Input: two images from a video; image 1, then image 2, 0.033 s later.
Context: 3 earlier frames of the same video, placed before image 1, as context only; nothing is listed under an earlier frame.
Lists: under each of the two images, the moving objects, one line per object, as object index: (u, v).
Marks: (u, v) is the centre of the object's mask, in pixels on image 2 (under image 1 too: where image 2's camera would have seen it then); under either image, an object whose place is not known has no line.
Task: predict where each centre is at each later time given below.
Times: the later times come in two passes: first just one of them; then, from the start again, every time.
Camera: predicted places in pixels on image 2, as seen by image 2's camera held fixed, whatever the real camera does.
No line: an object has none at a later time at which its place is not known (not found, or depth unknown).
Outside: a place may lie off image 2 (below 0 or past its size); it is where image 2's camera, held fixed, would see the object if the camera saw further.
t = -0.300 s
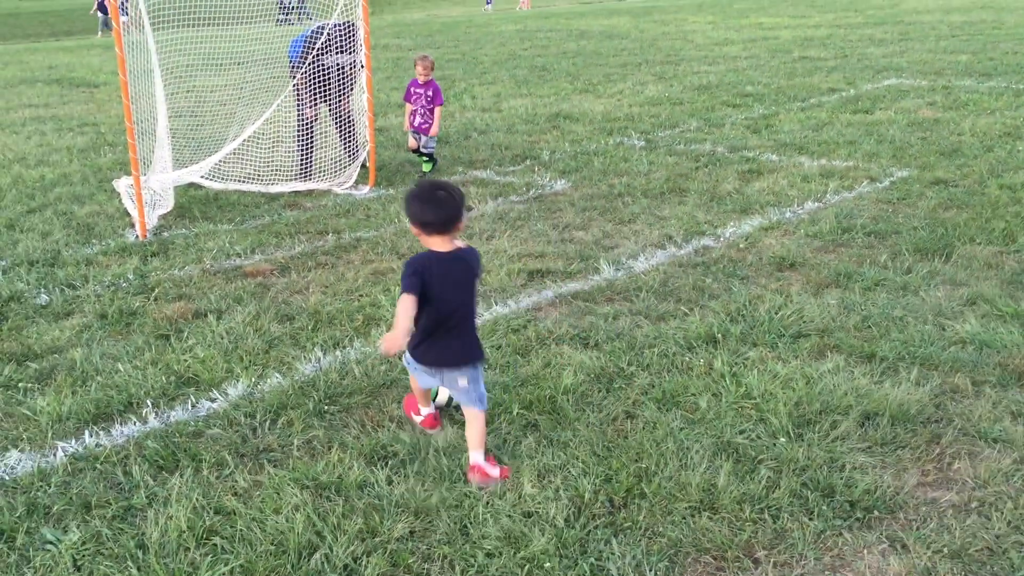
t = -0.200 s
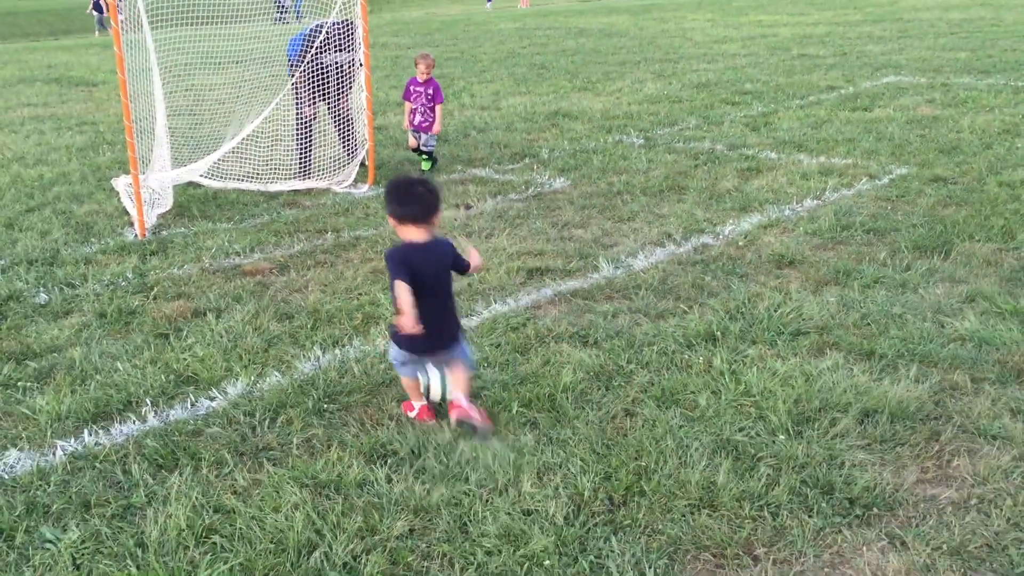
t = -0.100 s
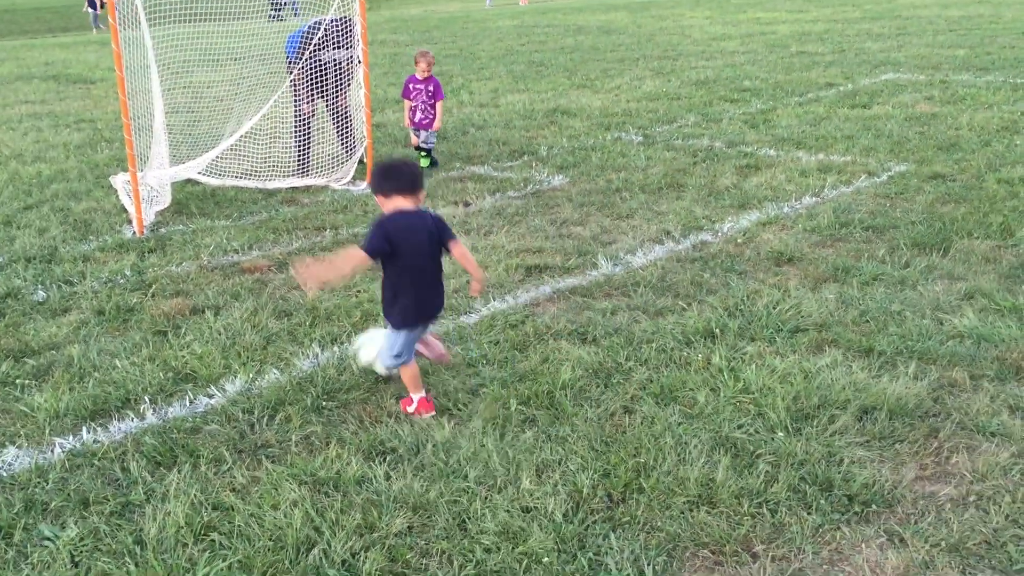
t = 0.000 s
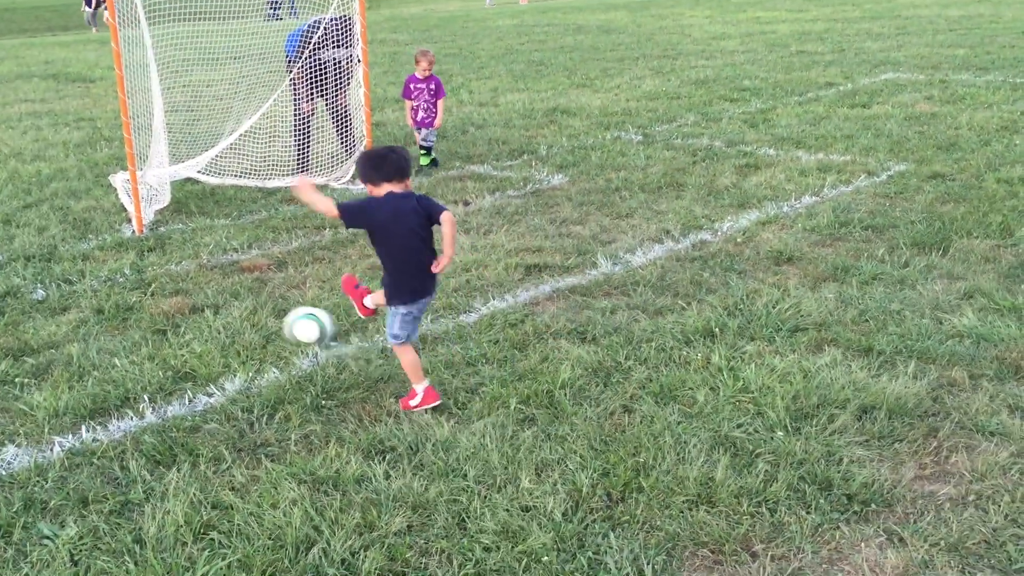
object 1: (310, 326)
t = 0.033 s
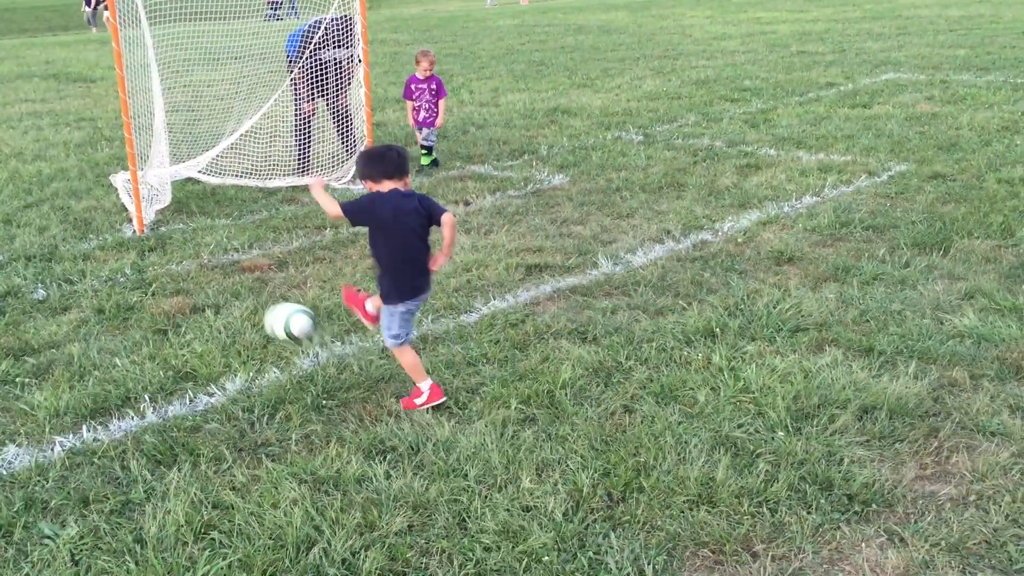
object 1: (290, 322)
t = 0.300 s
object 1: (196, 288)
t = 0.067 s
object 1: (273, 316)
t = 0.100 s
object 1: (260, 309)
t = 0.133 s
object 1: (247, 301)
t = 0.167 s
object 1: (237, 296)
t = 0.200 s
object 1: (225, 293)
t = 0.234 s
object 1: (216, 292)
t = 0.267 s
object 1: (206, 292)
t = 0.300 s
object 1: (196, 288)
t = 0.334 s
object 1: (187, 284)
